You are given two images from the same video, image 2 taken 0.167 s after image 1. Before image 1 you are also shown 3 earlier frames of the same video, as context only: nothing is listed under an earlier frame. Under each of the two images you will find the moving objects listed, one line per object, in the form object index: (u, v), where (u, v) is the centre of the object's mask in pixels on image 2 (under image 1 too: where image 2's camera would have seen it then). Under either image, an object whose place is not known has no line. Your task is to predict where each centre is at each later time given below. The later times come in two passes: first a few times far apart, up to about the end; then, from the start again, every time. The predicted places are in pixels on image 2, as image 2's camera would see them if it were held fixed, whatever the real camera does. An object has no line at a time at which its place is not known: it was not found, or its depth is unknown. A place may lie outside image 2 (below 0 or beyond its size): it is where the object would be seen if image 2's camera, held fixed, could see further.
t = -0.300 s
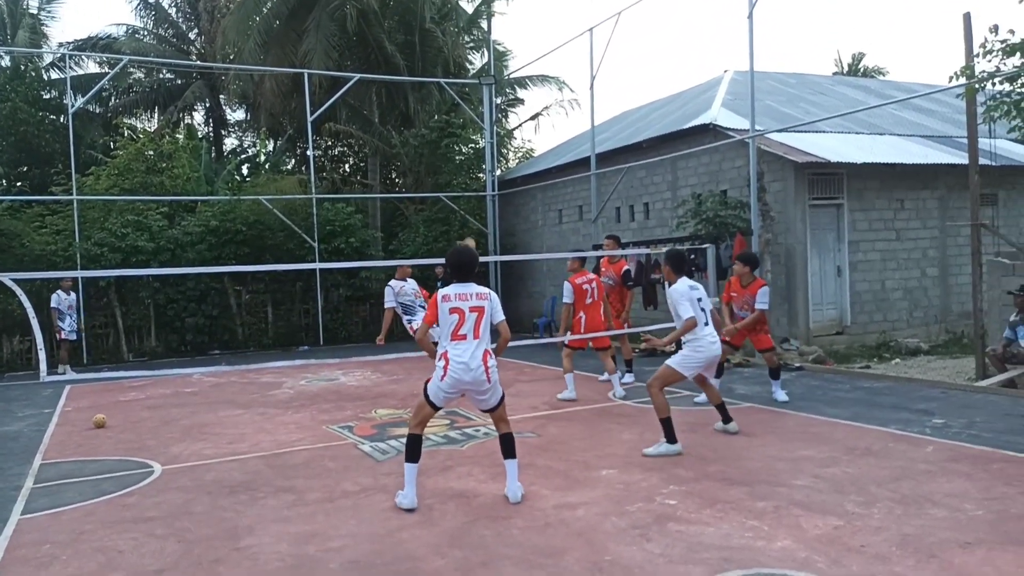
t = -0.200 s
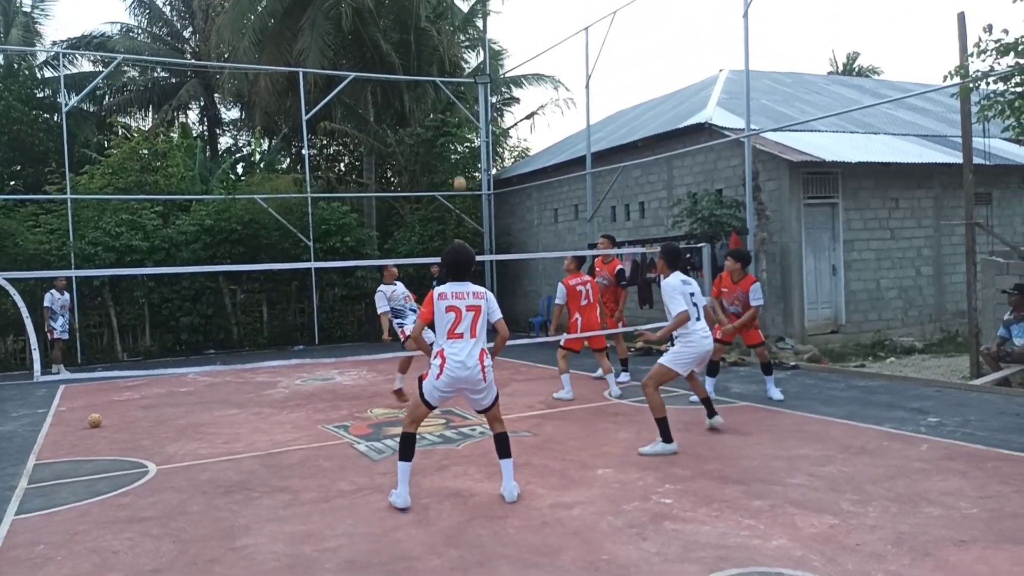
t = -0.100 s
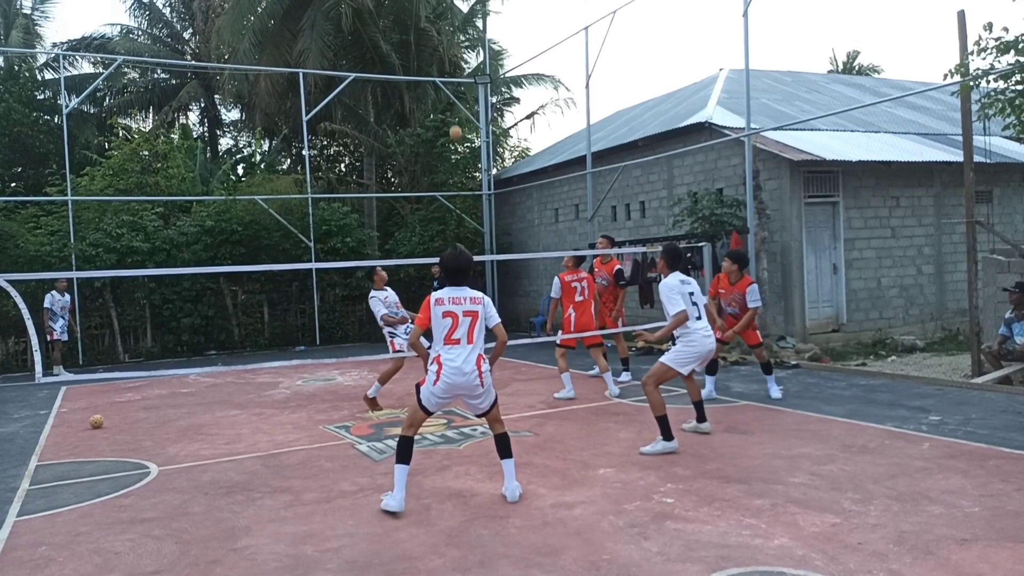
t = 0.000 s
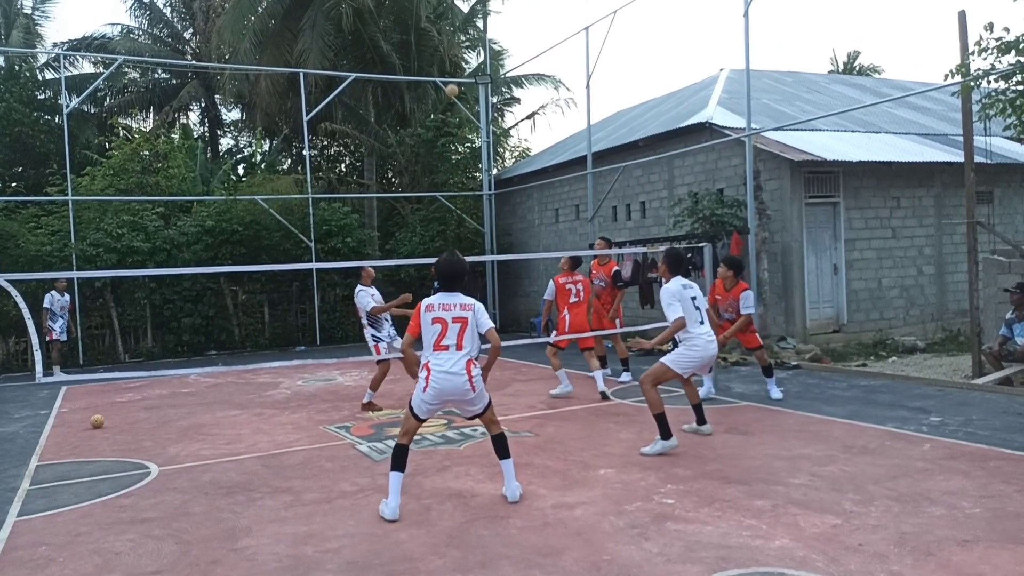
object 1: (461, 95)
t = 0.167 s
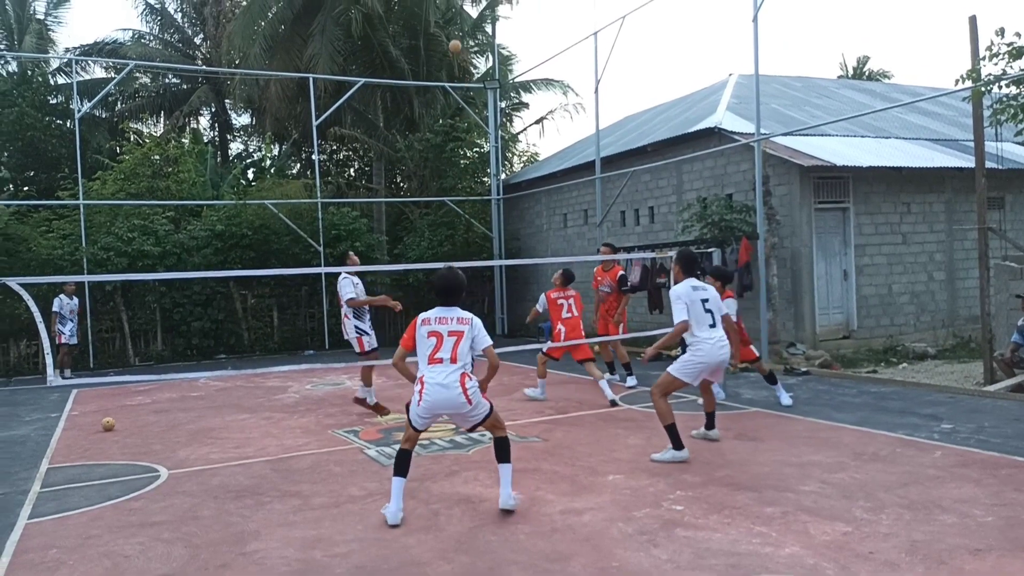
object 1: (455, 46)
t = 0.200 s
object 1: (454, 39)
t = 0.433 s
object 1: (449, 20)
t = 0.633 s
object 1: (447, 39)
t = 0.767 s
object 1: (446, 72)
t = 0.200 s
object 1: (454, 39)
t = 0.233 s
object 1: (453, 34)
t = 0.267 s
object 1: (452, 29)
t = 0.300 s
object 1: (451, 25)
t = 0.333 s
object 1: (451, 22)
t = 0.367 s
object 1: (450, 20)
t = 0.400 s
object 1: (449, 20)
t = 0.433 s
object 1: (449, 20)
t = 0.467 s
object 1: (449, 20)
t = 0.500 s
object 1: (448, 22)
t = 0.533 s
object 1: (448, 25)
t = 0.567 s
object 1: (447, 29)
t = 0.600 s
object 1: (447, 33)
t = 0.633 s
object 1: (447, 39)
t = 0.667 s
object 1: (447, 46)
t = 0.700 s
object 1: (446, 54)
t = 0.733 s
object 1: (446, 62)
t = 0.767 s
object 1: (446, 72)
